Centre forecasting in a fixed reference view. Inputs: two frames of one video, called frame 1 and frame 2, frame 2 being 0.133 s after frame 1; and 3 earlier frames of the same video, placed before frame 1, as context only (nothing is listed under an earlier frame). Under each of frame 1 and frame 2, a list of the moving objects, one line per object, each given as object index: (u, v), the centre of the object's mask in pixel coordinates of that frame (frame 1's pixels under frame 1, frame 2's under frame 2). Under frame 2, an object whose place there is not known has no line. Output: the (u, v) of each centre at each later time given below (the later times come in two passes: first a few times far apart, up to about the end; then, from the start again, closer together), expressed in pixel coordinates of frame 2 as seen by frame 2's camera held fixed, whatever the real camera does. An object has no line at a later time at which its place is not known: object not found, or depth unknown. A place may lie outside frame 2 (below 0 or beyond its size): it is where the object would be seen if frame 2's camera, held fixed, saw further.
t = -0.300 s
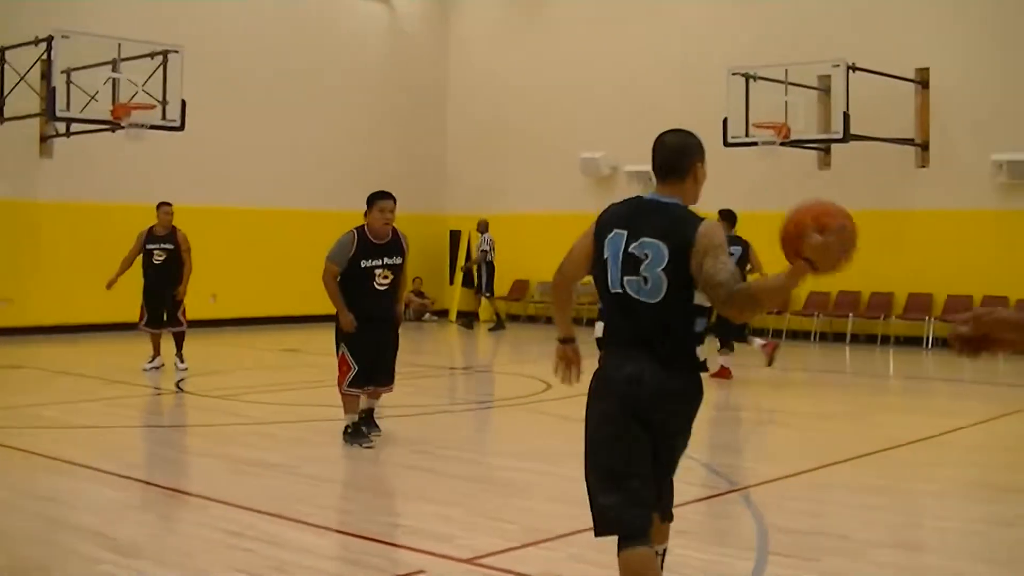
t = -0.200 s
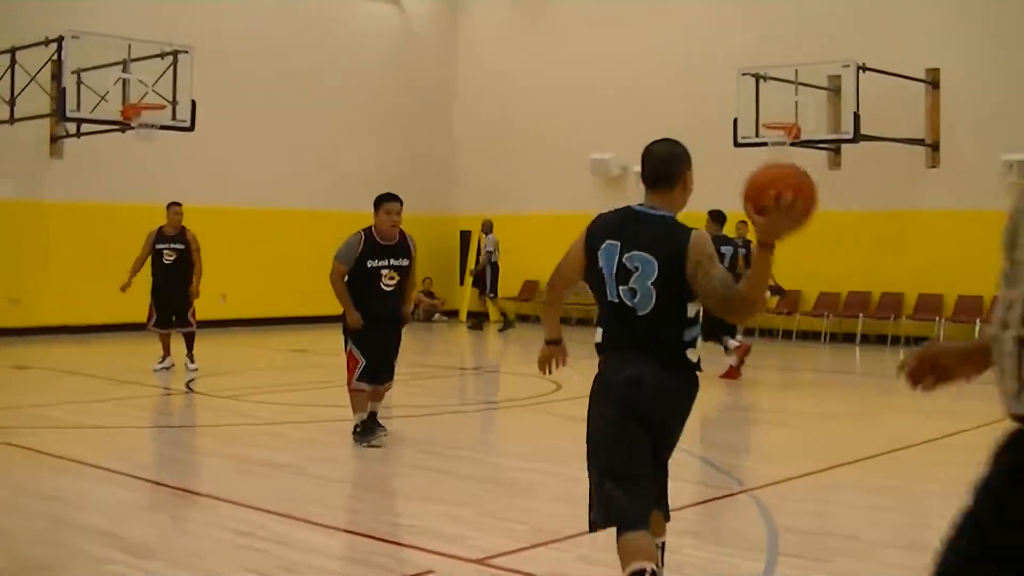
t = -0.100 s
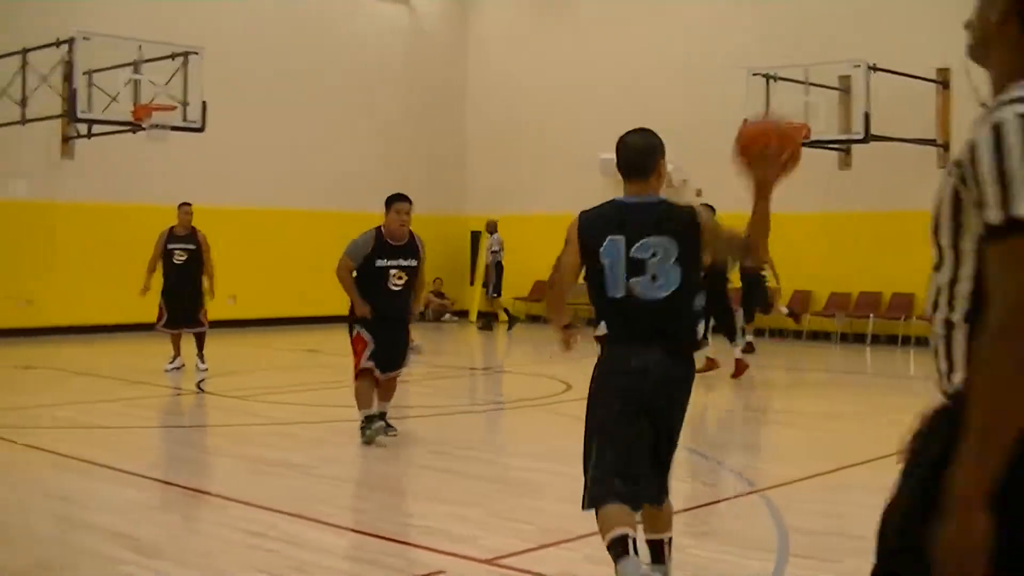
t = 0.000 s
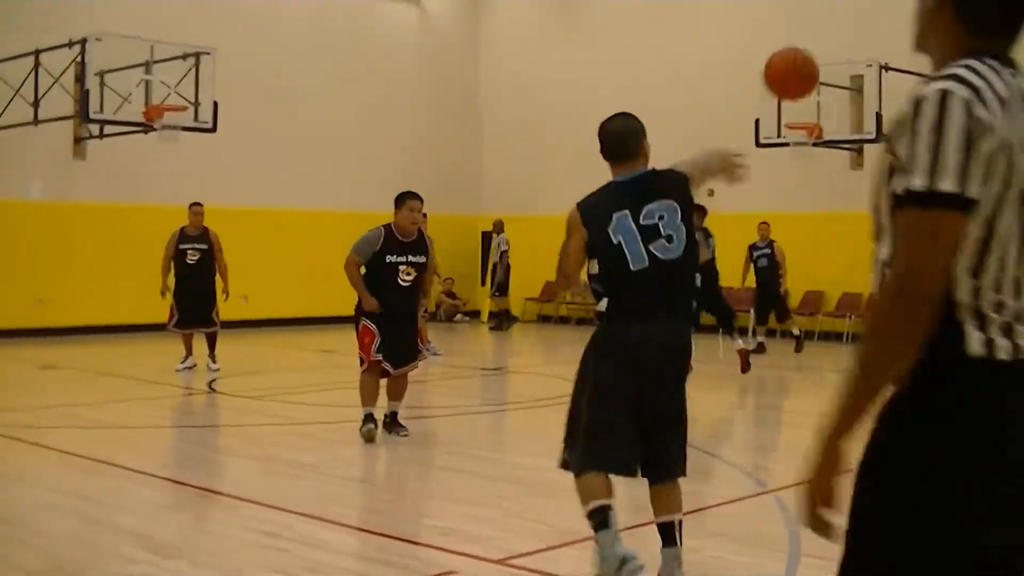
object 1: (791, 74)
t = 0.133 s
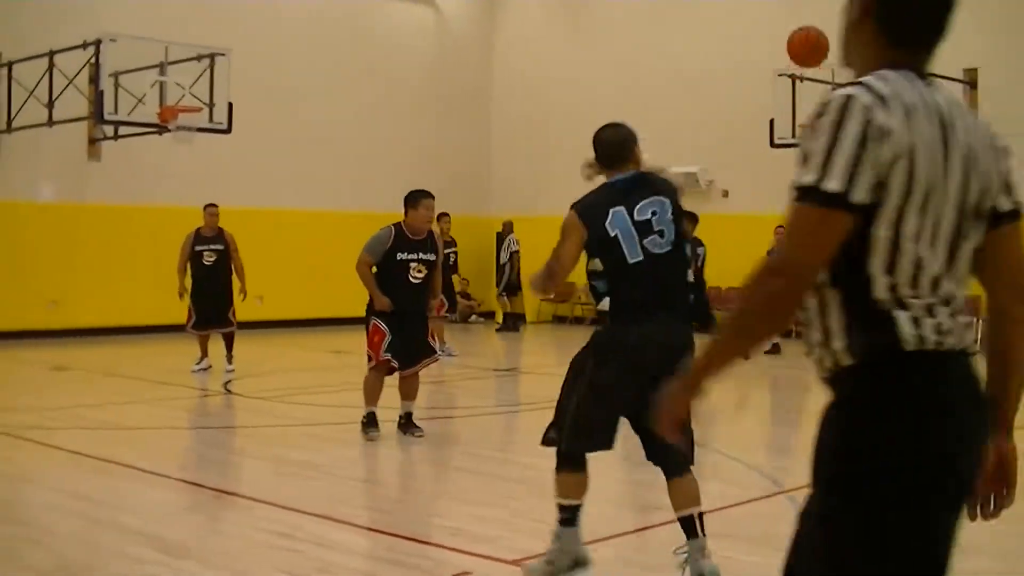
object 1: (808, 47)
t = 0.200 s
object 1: (802, 48)
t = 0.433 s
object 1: (817, 83)
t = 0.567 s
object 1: (819, 119)
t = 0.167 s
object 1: (806, 46)
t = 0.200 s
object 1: (802, 48)
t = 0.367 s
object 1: (812, 70)
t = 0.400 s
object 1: (815, 77)
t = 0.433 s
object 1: (817, 83)
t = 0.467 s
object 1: (817, 93)
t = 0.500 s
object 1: (817, 101)
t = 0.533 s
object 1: (819, 110)
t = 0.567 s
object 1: (819, 119)
